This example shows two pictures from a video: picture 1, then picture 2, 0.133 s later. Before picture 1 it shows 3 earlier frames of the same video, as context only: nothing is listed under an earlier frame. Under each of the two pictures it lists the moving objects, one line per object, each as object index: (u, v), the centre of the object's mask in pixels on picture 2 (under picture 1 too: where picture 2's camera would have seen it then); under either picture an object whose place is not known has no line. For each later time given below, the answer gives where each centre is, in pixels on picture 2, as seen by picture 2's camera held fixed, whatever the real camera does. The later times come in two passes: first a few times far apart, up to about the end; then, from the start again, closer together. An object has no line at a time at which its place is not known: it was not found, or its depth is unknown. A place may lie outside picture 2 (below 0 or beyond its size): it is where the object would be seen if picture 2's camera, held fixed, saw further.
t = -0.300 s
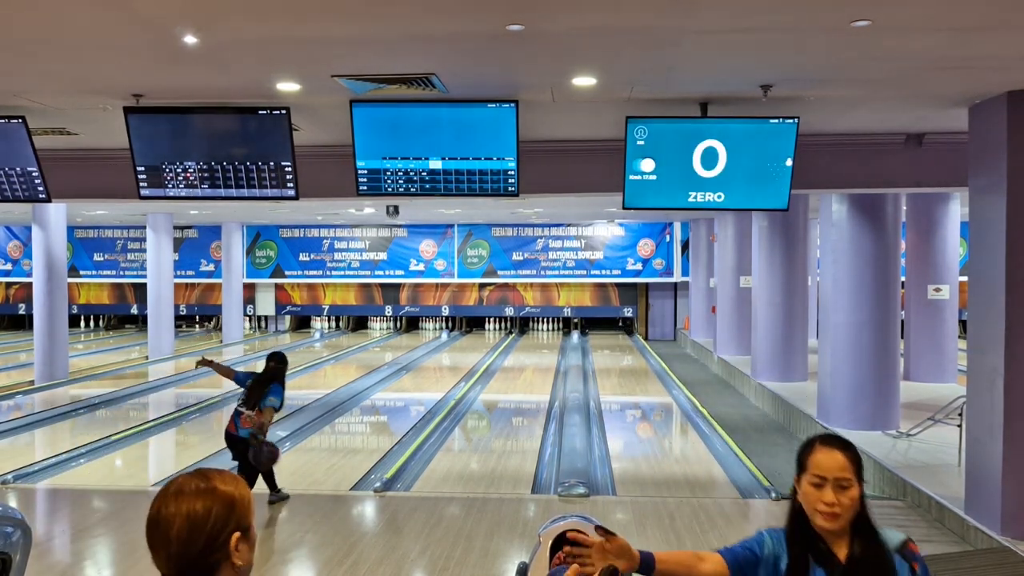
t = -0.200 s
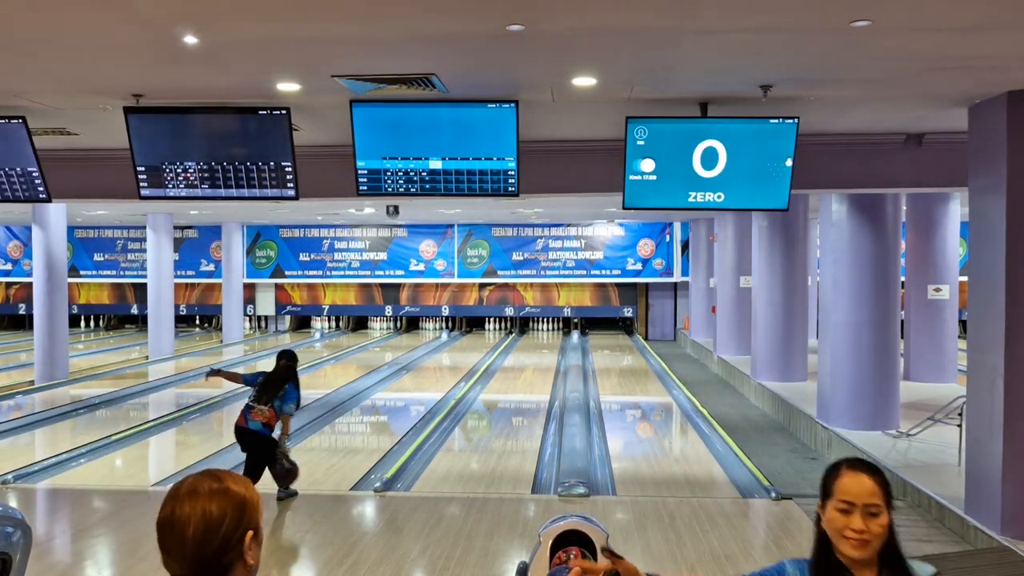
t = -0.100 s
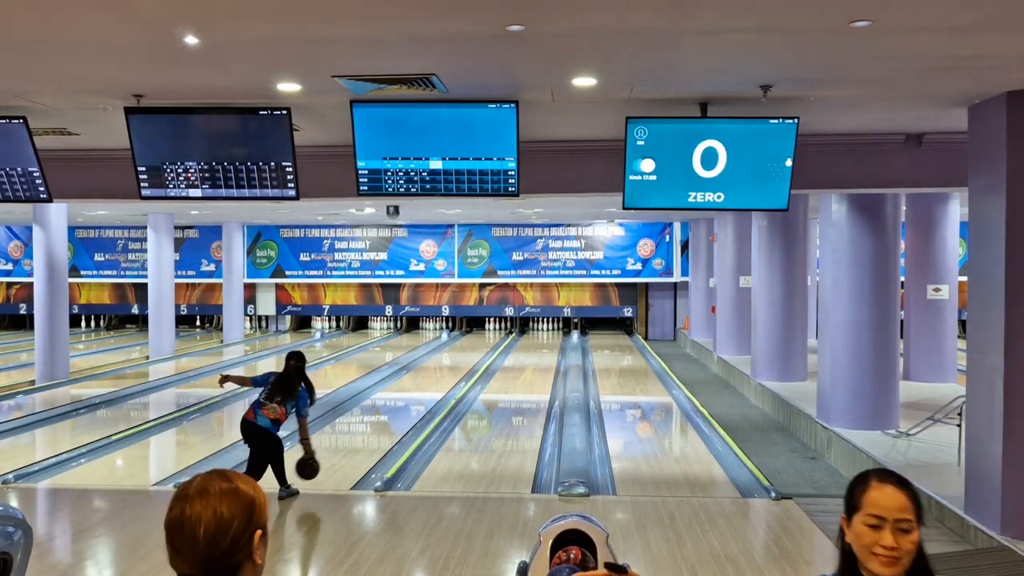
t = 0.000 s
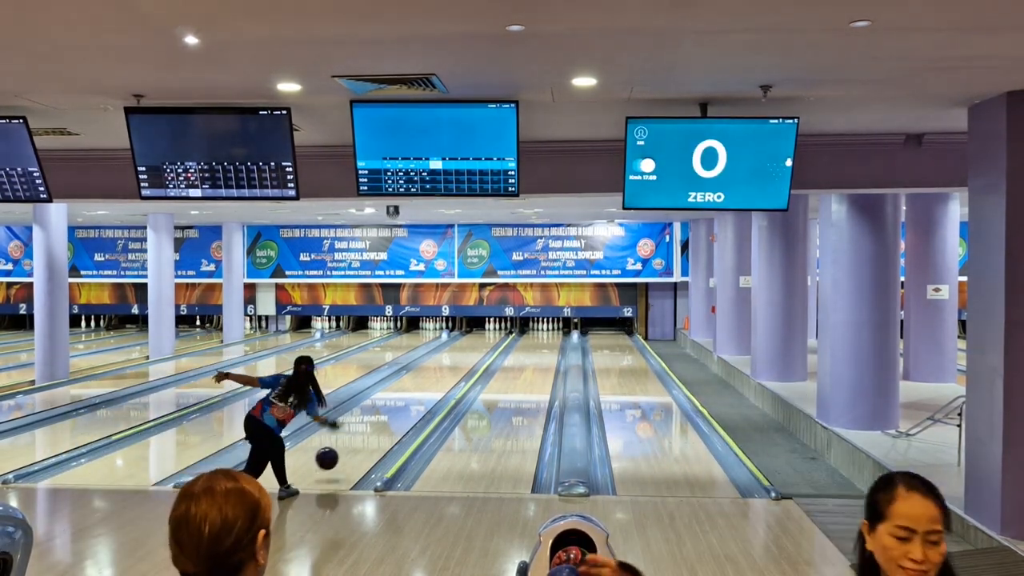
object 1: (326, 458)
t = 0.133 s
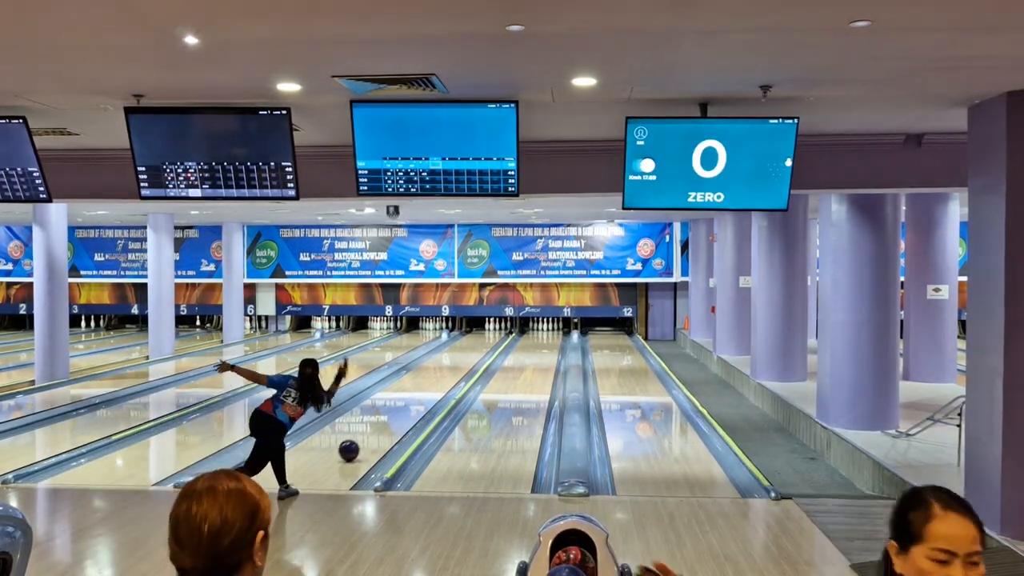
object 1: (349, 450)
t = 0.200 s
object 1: (358, 443)
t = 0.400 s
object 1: (383, 423)
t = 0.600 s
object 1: (402, 408)
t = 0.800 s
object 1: (418, 395)
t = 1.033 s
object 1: (433, 383)
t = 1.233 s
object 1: (444, 374)
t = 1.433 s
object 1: (453, 366)
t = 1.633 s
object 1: (460, 361)
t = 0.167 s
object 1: (353, 447)
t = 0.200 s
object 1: (358, 443)
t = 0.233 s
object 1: (363, 439)
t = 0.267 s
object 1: (367, 436)
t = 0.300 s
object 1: (371, 432)
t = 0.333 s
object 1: (375, 429)
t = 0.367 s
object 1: (379, 426)
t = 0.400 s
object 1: (383, 423)
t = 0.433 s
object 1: (386, 420)
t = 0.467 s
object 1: (390, 417)
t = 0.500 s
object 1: (393, 415)
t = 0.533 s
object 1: (396, 412)
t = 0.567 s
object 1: (399, 410)
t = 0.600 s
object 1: (402, 408)
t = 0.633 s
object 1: (405, 405)
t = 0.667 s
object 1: (408, 403)
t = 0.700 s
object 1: (410, 401)
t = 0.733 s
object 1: (413, 399)
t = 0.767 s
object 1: (415, 397)
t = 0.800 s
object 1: (418, 395)
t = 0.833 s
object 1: (420, 393)
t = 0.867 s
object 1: (423, 391)
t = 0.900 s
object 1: (425, 389)
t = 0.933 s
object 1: (427, 388)
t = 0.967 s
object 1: (429, 386)
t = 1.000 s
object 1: (431, 384)
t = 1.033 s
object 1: (433, 383)
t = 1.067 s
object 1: (435, 381)
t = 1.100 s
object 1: (437, 380)
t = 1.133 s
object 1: (439, 378)
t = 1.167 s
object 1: (440, 377)
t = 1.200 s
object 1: (442, 375)
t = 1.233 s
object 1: (444, 374)
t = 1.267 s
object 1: (446, 372)
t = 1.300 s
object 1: (447, 371)
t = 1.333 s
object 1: (449, 370)
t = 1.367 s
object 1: (451, 368)
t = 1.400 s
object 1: (452, 367)
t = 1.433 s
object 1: (453, 366)
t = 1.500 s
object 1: (455, 365)
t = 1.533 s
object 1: (456, 364)
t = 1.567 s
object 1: (457, 363)
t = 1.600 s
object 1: (459, 362)
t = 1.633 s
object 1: (460, 361)
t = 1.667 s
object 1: (461, 360)
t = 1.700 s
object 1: (462, 359)
